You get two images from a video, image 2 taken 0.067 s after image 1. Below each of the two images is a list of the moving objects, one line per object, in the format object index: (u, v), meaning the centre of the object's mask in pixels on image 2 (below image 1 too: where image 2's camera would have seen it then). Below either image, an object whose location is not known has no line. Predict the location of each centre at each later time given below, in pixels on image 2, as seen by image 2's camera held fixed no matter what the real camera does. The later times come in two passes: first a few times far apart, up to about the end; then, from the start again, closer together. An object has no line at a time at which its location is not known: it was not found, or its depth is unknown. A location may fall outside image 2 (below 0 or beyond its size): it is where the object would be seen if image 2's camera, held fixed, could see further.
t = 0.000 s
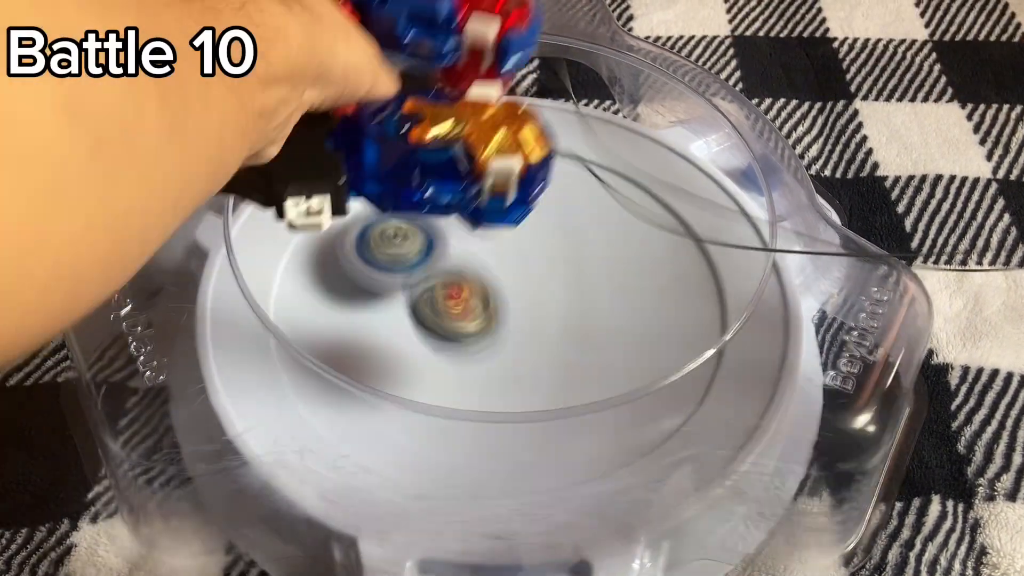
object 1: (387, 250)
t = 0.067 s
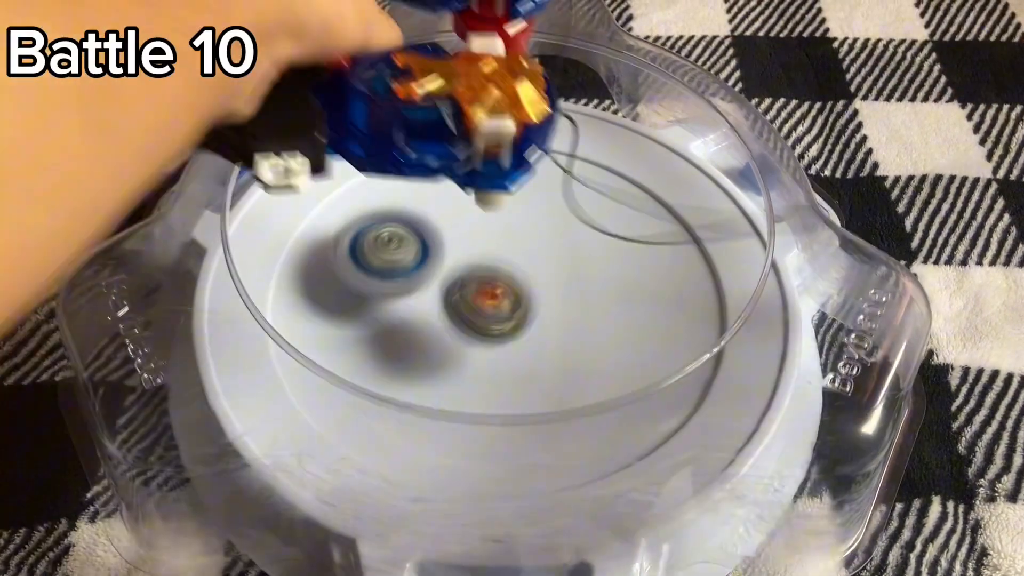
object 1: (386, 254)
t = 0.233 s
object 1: (425, 296)
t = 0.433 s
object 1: (463, 313)
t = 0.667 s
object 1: (416, 330)
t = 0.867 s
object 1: (350, 426)
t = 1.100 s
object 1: (467, 419)
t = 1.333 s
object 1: (560, 280)
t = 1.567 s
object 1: (576, 223)
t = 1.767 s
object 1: (551, 287)
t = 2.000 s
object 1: (545, 405)
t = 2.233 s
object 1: (396, 418)
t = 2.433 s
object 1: (407, 255)
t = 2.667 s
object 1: (606, 170)
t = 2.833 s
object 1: (691, 257)
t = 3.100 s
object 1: (557, 449)
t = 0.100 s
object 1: (388, 273)
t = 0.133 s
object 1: (396, 282)
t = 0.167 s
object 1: (405, 287)
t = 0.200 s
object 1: (413, 293)
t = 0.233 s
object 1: (425, 296)
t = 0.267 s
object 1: (436, 298)
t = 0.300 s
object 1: (445, 301)
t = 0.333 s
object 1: (452, 302)
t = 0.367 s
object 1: (457, 306)
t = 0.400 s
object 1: (461, 309)
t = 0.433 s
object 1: (463, 313)
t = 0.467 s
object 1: (463, 318)
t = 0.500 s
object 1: (460, 324)
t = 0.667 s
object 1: (416, 330)
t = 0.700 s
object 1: (408, 323)
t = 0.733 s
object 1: (401, 314)
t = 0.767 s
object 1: (392, 319)
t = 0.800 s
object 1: (381, 353)
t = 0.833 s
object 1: (359, 398)
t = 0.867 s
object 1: (350, 426)
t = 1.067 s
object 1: (446, 436)
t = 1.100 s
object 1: (467, 419)
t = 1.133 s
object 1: (485, 402)
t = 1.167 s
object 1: (501, 378)
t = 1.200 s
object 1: (516, 362)
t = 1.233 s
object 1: (530, 340)
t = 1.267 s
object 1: (541, 319)
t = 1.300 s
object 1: (550, 299)
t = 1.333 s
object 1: (560, 280)
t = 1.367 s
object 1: (566, 264)
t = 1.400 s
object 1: (571, 250)
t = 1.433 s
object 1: (575, 238)
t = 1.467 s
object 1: (577, 230)
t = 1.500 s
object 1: (578, 224)
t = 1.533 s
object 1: (578, 222)
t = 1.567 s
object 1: (576, 223)
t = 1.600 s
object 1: (573, 228)
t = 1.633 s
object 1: (569, 235)
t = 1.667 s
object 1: (566, 245)
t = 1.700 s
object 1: (561, 257)
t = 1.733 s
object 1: (556, 271)
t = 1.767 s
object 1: (551, 287)
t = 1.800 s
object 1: (547, 303)
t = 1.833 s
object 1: (546, 319)
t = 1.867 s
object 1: (545, 337)
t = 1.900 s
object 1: (545, 353)
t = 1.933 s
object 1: (547, 370)
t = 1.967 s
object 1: (547, 382)
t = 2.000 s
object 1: (545, 405)
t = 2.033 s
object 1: (536, 422)
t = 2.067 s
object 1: (522, 435)
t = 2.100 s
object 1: (502, 445)
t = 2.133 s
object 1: (478, 447)
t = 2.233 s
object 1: (396, 418)
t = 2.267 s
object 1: (377, 393)
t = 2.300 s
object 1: (368, 366)
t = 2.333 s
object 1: (366, 338)
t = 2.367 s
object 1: (372, 308)
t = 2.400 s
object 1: (387, 280)
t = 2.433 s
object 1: (407, 255)
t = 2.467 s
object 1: (428, 234)
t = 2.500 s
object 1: (457, 212)
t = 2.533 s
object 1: (486, 197)
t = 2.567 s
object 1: (513, 184)
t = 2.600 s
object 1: (546, 176)
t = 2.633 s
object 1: (577, 170)
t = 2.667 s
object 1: (606, 170)
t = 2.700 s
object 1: (637, 172)
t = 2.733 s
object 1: (656, 184)
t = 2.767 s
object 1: (670, 206)
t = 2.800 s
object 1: (682, 232)
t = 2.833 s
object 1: (691, 257)
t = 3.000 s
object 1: (673, 401)
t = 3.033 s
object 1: (643, 420)
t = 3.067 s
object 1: (604, 439)
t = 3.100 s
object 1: (557, 449)
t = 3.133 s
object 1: (508, 447)
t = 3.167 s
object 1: (451, 442)
